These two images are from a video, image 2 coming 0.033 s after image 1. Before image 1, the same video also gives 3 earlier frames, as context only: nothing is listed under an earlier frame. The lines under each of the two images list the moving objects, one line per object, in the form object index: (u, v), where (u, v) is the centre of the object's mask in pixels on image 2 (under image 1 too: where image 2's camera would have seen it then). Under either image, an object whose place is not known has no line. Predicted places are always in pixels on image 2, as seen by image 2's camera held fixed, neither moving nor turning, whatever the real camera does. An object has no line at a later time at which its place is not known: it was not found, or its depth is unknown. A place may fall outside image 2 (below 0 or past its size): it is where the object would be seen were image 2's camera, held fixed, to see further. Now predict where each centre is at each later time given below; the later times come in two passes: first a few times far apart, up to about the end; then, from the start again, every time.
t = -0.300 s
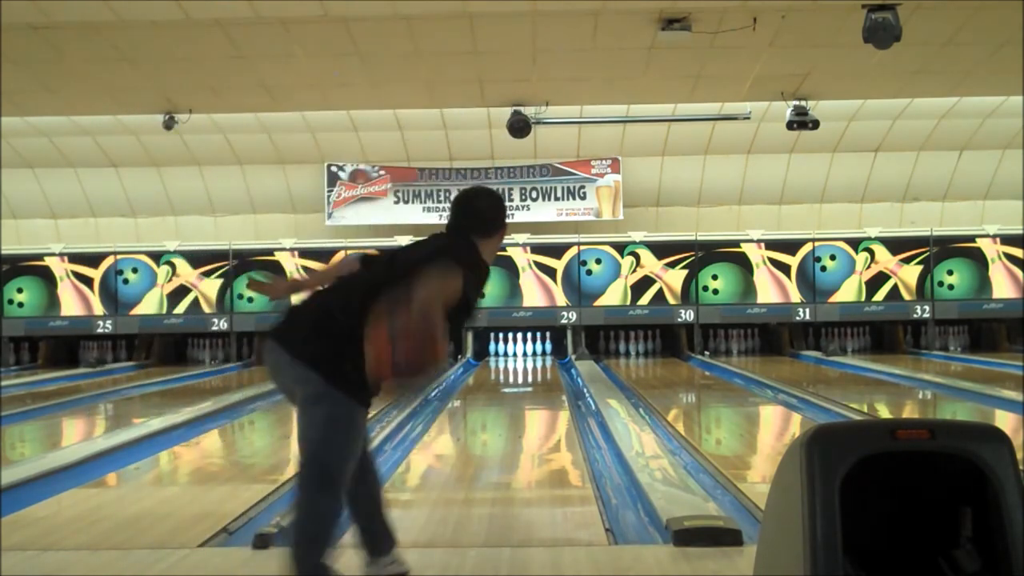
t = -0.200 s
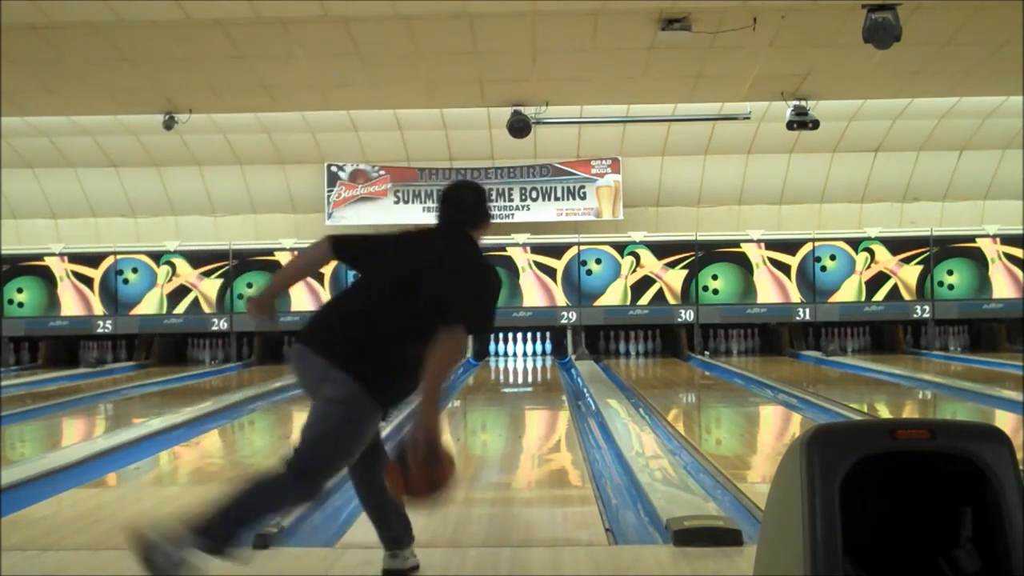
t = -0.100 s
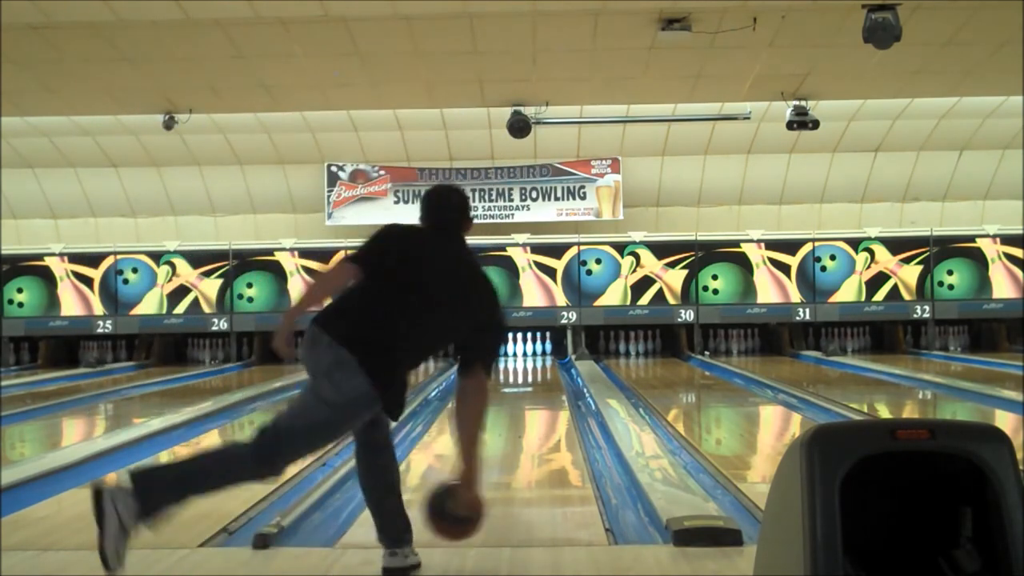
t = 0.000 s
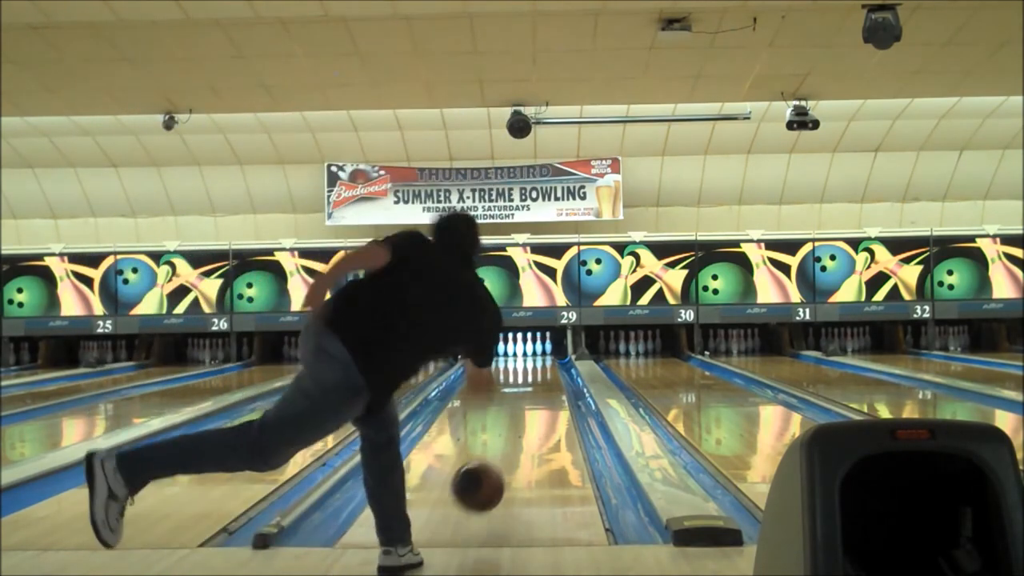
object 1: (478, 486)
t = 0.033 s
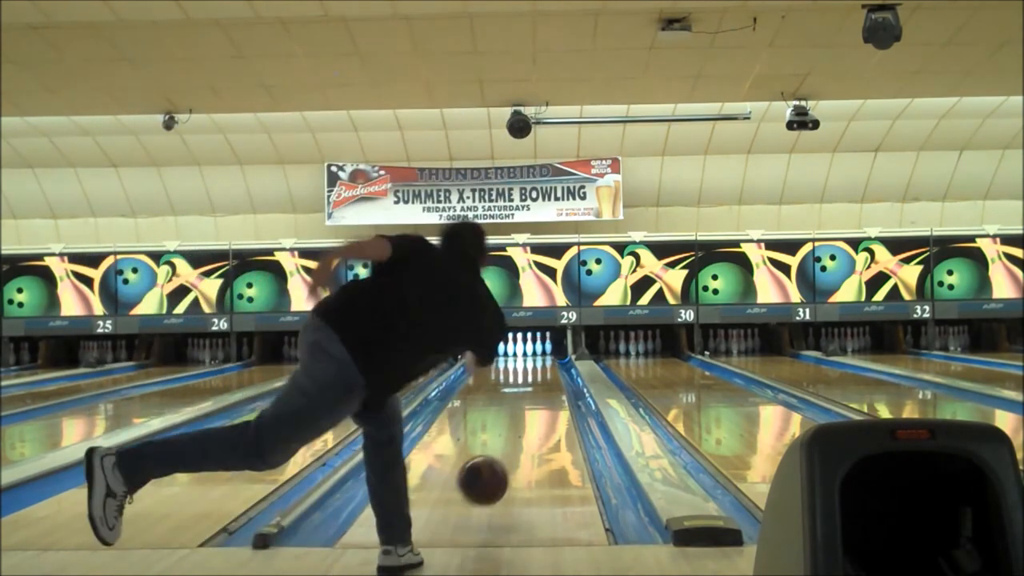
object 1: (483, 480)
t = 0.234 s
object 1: (506, 458)
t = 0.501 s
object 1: (528, 427)
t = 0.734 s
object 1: (533, 403)
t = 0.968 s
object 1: (538, 387)
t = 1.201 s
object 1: (540, 376)
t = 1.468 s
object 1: (541, 368)
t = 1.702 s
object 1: (540, 362)
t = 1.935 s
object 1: (537, 357)
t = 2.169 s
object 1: (529, 352)
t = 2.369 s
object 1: (524, 349)
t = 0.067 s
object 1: (488, 477)
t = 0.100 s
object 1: (492, 476)
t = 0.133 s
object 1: (496, 476)
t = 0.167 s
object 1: (500, 468)
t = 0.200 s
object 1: (503, 463)
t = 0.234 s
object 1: (506, 458)
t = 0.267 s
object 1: (509, 453)
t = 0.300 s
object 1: (511, 448)
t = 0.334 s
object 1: (514, 443)
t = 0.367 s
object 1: (516, 440)
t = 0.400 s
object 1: (518, 435)
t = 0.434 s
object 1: (520, 431)
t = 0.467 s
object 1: (521, 429)
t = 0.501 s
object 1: (528, 427)
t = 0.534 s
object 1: (525, 420)
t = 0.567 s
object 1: (527, 417)
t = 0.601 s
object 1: (528, 414)
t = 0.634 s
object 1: (530, 411)
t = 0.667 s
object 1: (531, 408)
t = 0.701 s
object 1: (531, 405)
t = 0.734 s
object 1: (533, 403)
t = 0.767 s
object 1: (533, 401)
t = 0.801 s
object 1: (535, 396)
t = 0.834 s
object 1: (535, 395)
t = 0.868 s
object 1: (536, 393)
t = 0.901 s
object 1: (537, 391)
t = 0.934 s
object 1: (537, 390)
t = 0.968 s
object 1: (538, 387)
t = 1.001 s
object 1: (538, 385)
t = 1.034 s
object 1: (539, 383)
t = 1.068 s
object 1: (539, 382)
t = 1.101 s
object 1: (539, 381)
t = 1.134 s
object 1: (540, 379)
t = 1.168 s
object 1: (540, 377)
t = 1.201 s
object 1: (540, 376)
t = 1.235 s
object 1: (540, 375)
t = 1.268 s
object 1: (541, 374)
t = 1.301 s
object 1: (542, 373)
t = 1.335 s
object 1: (541, 374)
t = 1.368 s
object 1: (541, 370)
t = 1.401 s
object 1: (542, 370)
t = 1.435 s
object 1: (542, 368)
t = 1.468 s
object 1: (541, 368)
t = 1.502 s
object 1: (542, 367)
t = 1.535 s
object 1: (541, 366)
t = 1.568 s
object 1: (542, 365)
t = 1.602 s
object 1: (542, 365)
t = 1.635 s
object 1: (542, 364)
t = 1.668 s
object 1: (541, 362)
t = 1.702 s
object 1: (540, 362)
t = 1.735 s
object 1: (539, 360)
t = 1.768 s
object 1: (539, 359)
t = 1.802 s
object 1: (539, 359)
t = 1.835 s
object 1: (538, 359)
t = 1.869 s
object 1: (538, 358)
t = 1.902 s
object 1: (537, 357)
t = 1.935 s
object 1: (537, 357)
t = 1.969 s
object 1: (536, 356)
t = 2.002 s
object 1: (534, 355)
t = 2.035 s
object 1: (533, 355)
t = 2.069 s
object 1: (532, 354)
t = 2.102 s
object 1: (531, 353)
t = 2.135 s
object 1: (530, 353)
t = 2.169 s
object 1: (529, 352)
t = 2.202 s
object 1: (529, 352)
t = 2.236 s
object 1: (528, 351)
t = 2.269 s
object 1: (527, 351)
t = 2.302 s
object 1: (525, 350)
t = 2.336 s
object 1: (526, 350)
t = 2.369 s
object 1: (524, 349)
